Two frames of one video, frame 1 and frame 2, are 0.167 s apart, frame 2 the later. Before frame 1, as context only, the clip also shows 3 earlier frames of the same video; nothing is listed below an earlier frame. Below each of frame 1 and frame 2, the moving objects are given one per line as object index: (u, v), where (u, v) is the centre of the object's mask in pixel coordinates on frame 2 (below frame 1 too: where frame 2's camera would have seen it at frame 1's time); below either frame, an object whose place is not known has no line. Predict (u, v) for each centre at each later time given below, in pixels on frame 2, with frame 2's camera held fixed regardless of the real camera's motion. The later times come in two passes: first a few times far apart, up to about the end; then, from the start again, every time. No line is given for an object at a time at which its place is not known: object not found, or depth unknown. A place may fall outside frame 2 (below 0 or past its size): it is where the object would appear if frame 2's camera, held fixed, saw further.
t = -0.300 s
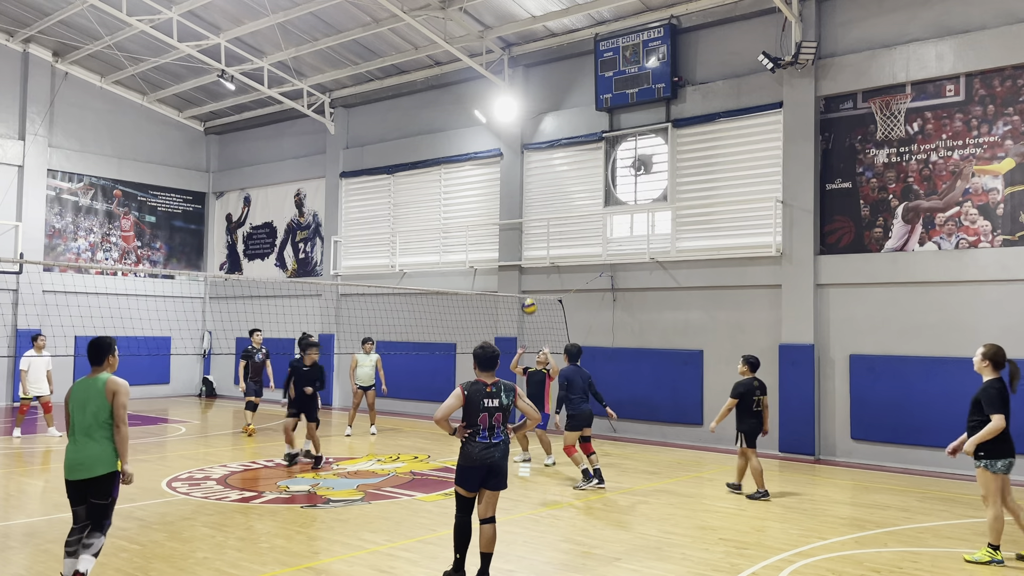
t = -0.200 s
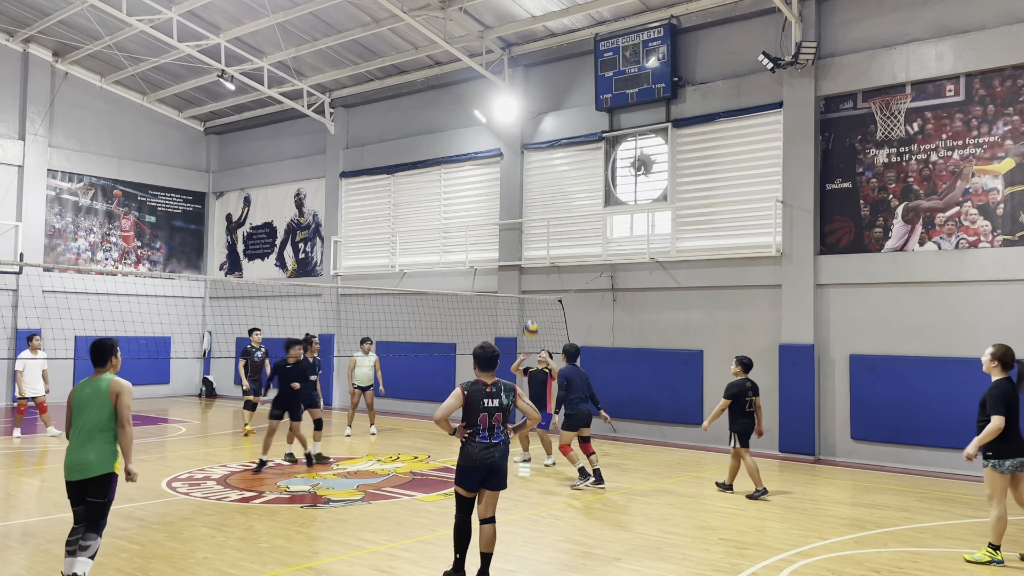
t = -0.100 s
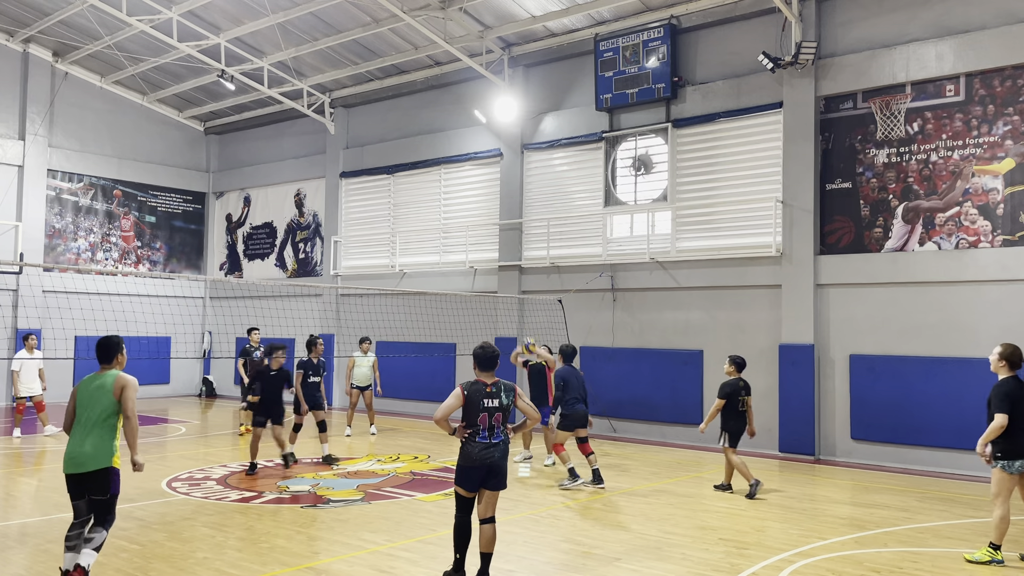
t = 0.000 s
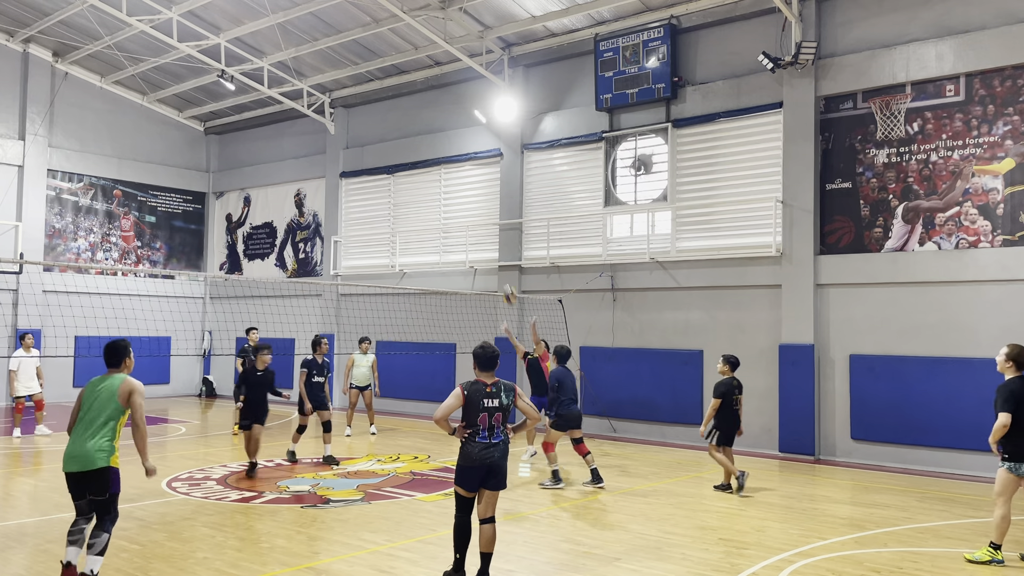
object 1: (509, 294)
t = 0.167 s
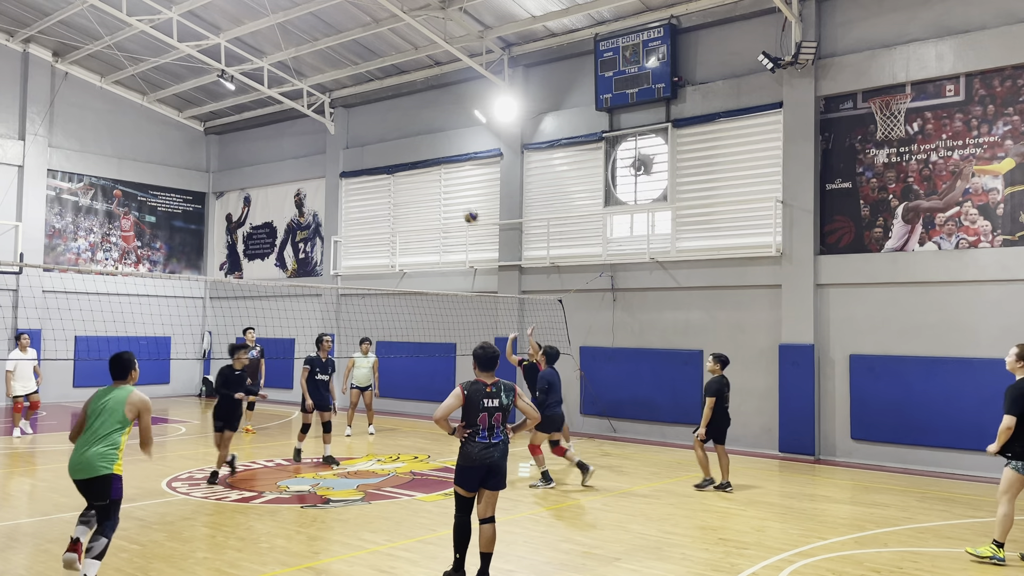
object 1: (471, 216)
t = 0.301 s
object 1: (438, 165)
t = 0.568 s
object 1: (368, 99)
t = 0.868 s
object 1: (275, 94)
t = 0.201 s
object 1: (463, 203)
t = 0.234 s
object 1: (455, 190)
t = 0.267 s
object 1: (446, 177)
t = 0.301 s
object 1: (438, 165)
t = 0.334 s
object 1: (431, 155)
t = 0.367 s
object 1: (422, 144)
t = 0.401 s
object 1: (413, 135)
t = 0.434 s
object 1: (404, 126)
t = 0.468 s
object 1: (395, 118)
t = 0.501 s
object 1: (386, 111)
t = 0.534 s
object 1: (377, 104)
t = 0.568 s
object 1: (368, 99)
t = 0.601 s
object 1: (359, 94)
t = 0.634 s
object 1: (349, 91)
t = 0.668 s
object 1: (339, 88)
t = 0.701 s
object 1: (329, 86)
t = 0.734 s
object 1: (318, 86)
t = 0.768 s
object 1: (308, 86)
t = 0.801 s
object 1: (297, 88)
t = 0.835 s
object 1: (286, 90)
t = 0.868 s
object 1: (275, 94)
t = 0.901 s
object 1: (264, 99)
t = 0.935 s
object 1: (252, 104)
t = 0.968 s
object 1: (241, 112)
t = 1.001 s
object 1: (229, 120)
